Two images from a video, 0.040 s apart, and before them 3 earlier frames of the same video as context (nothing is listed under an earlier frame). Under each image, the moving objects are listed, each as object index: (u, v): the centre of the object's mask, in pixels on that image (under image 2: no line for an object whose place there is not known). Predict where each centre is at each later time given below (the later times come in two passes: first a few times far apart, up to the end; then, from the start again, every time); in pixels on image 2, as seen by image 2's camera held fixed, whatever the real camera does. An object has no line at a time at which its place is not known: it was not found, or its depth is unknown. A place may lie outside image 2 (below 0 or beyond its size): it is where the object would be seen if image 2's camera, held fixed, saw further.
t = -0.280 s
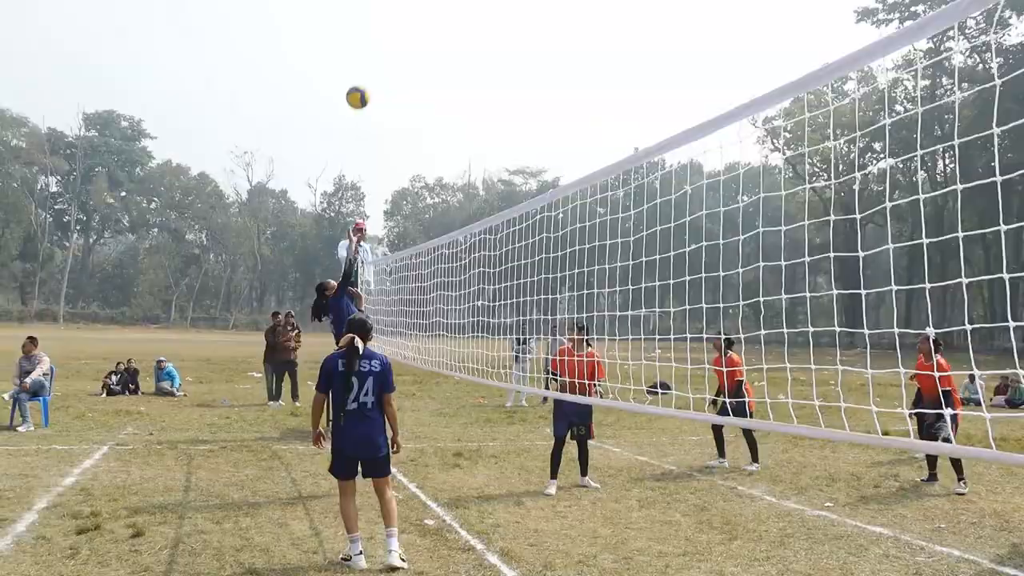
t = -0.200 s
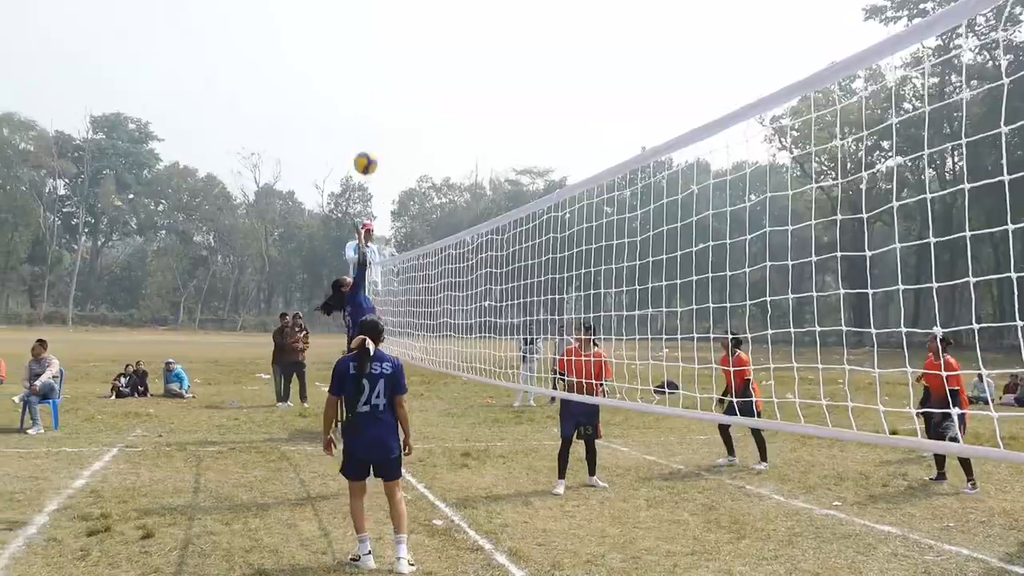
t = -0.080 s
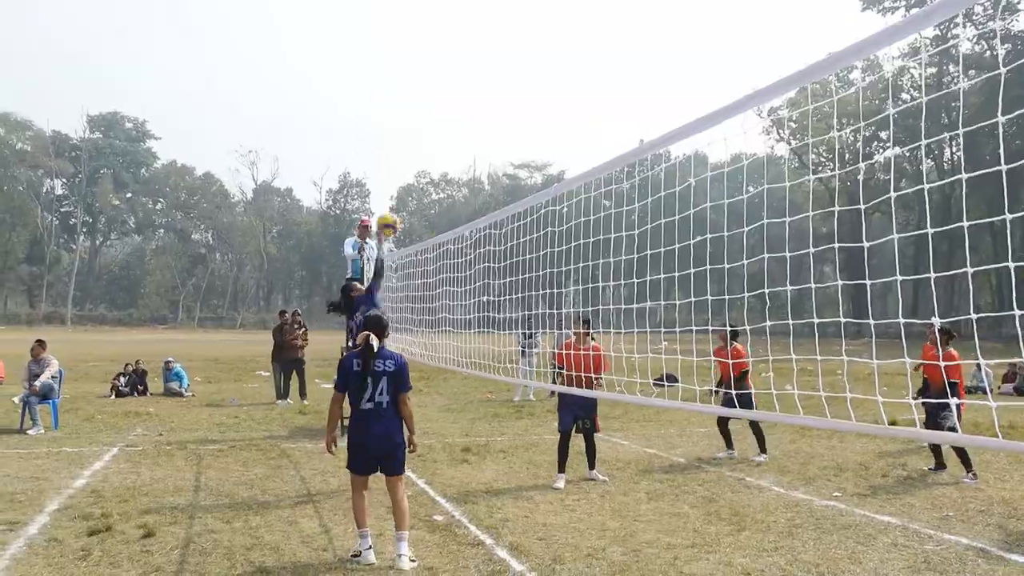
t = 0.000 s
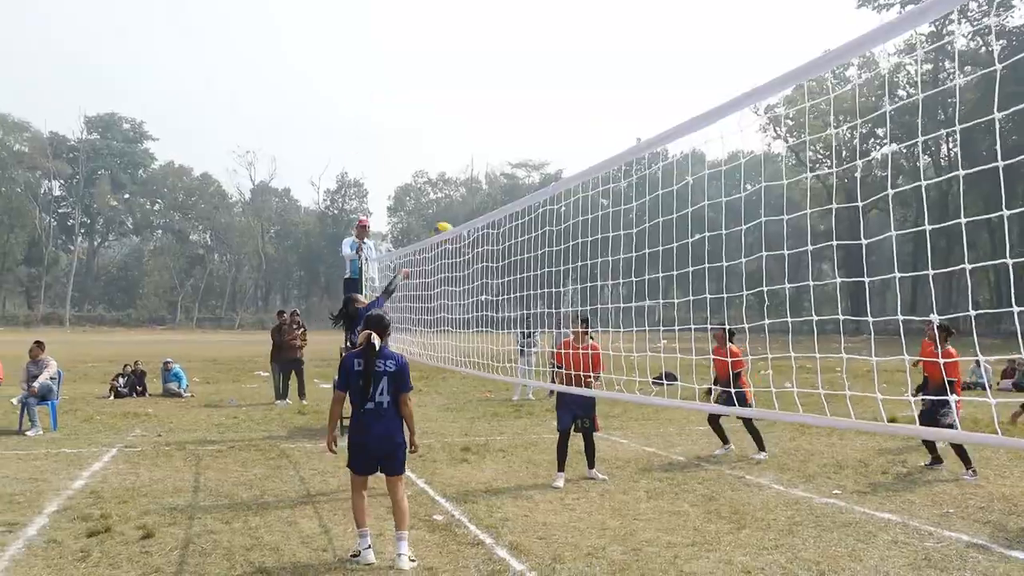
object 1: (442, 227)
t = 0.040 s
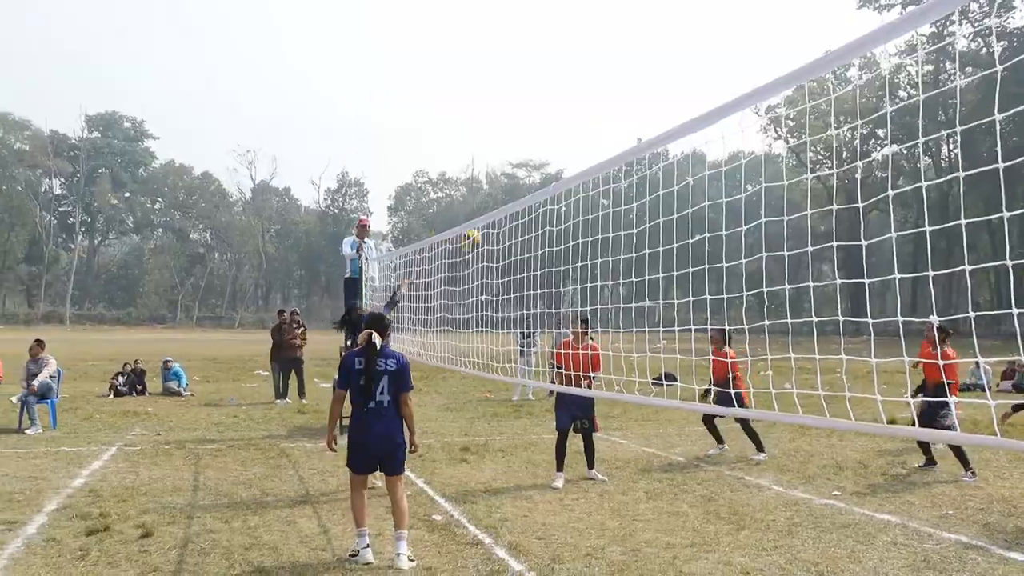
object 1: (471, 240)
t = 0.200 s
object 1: (565, 280)
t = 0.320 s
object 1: (624, 322)
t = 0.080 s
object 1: (496, 248)
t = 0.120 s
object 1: (522, 259)
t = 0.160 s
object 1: (544, 269)
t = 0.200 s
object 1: (565, 280)
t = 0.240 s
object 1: (586, 296)
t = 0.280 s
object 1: (607, 308)
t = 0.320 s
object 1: (624, 322)
